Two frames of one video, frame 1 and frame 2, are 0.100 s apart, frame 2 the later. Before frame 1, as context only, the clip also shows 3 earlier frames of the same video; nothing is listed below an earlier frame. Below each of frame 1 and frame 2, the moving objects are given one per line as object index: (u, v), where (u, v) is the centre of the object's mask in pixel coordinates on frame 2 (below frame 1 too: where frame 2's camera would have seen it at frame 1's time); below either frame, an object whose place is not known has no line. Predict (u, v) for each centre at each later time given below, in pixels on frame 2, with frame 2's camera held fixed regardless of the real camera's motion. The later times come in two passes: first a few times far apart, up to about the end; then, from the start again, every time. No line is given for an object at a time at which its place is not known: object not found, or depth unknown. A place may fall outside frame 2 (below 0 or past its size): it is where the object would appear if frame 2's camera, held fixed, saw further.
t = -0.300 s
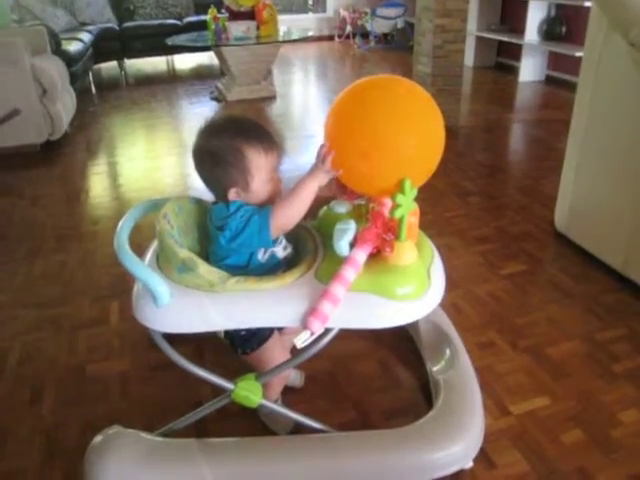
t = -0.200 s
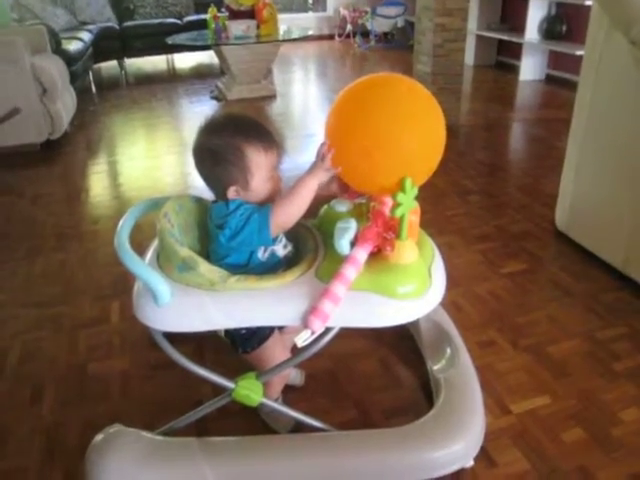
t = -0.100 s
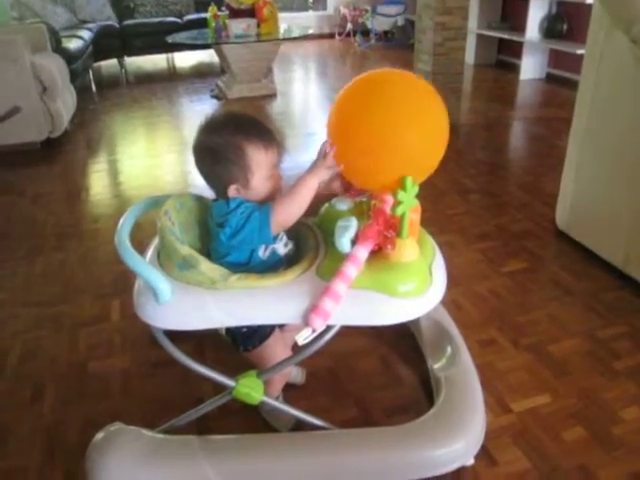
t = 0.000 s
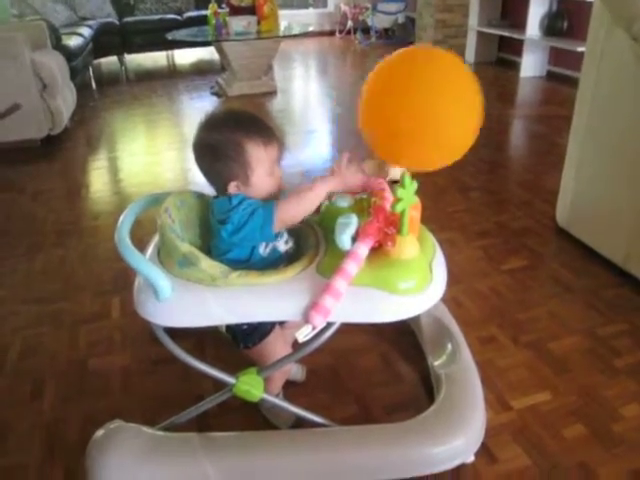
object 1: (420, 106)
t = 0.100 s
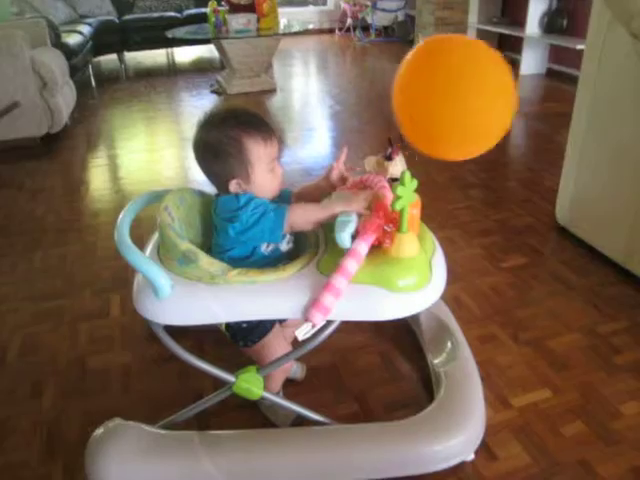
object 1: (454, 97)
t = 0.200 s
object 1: (485, 98)
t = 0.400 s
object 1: (537, 128)
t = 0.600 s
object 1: (567, 194)
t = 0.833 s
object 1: (589, 288)
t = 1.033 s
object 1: (620, 265)
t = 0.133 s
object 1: (464, 96)
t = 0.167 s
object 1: (475, 97)
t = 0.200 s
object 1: (485, 98)
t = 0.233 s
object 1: (495, 101)
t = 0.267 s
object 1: (504, 105)
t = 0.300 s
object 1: (513, 109)
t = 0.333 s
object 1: (522, 114)
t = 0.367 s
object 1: (529, 121)
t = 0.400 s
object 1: (537, 128)
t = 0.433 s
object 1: (543, 137)
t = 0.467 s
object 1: (548, 146)
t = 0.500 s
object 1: (553, 157)
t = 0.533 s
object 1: (558, 169)
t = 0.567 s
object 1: (562, 180)
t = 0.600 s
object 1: (567, 194)
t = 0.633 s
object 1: (571, 207)
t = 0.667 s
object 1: (575, 221)
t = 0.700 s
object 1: (578, 234)
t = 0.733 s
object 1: (582, 248)
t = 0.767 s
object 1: (585, 262)
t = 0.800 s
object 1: (588, 275)
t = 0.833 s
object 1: (589, 288)
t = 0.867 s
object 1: (591, 301)
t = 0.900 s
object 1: (593, 308)
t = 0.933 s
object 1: (602, 298)
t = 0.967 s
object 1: (609, 286)
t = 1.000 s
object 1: (615, 275)
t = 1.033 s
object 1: (620, 265)
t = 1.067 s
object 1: (626, 256)
